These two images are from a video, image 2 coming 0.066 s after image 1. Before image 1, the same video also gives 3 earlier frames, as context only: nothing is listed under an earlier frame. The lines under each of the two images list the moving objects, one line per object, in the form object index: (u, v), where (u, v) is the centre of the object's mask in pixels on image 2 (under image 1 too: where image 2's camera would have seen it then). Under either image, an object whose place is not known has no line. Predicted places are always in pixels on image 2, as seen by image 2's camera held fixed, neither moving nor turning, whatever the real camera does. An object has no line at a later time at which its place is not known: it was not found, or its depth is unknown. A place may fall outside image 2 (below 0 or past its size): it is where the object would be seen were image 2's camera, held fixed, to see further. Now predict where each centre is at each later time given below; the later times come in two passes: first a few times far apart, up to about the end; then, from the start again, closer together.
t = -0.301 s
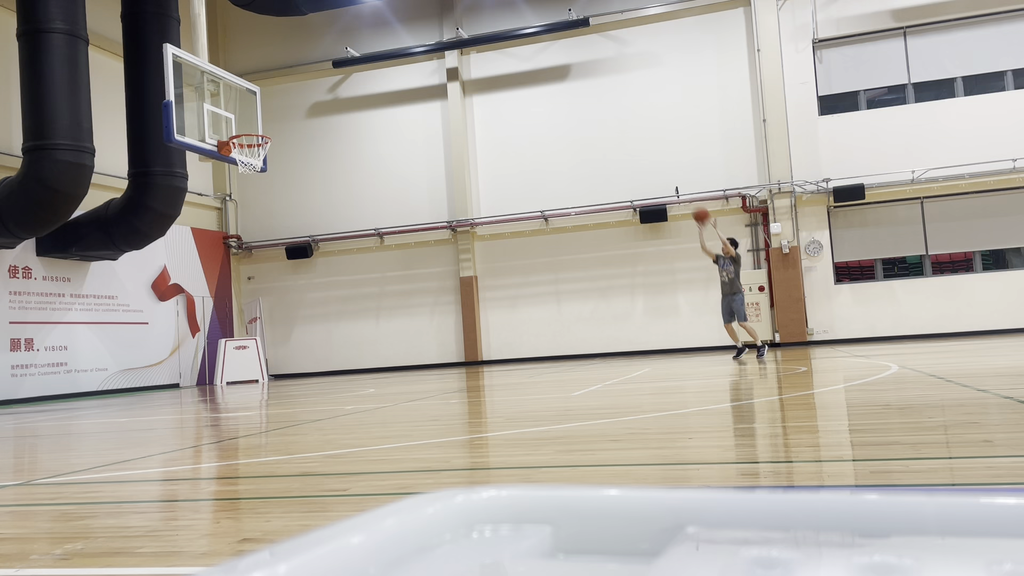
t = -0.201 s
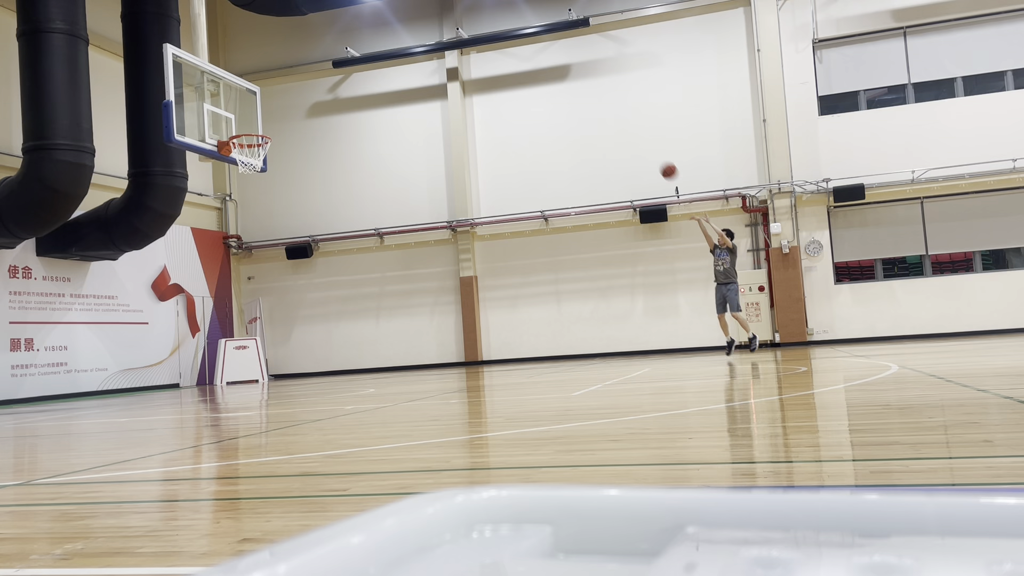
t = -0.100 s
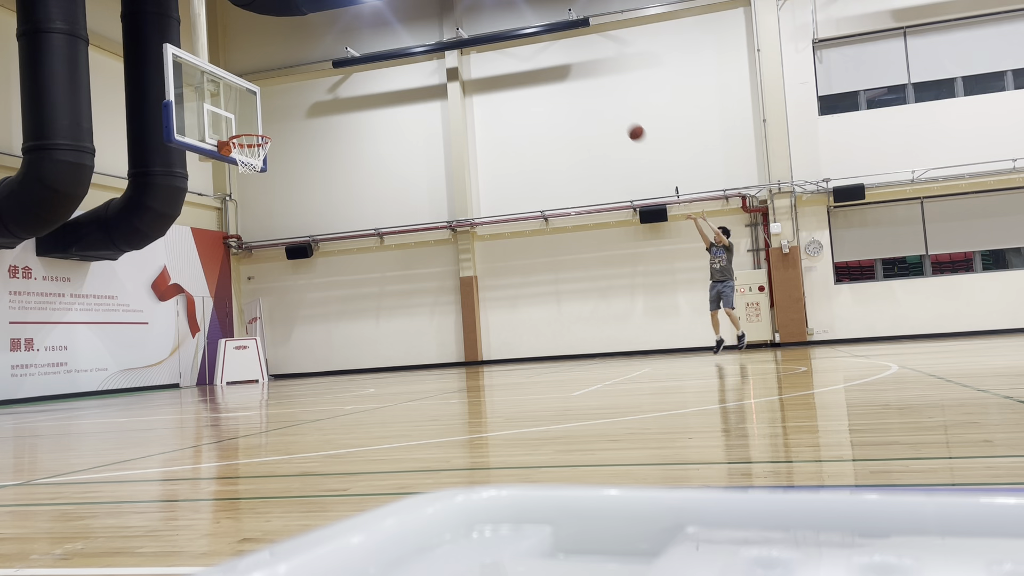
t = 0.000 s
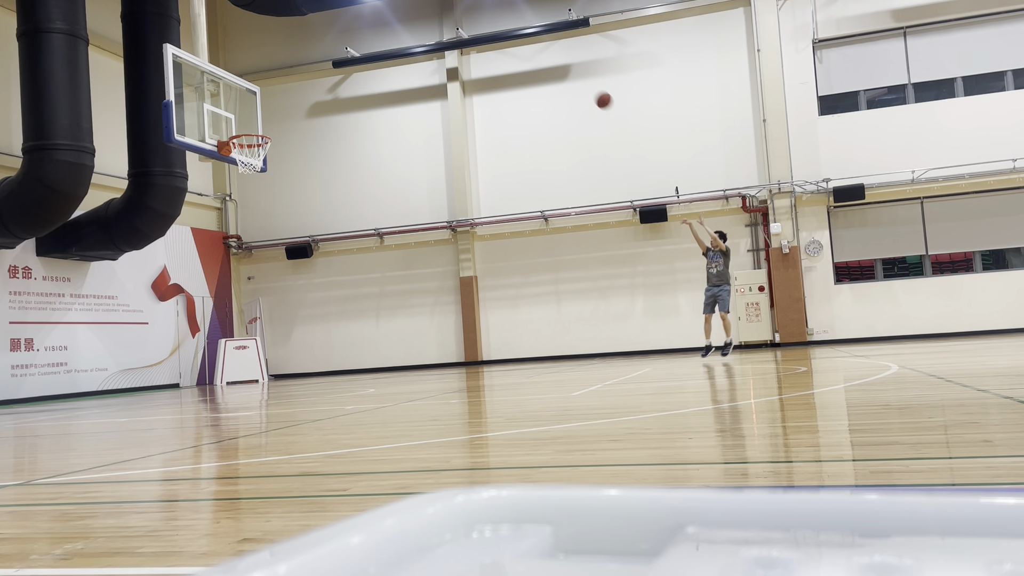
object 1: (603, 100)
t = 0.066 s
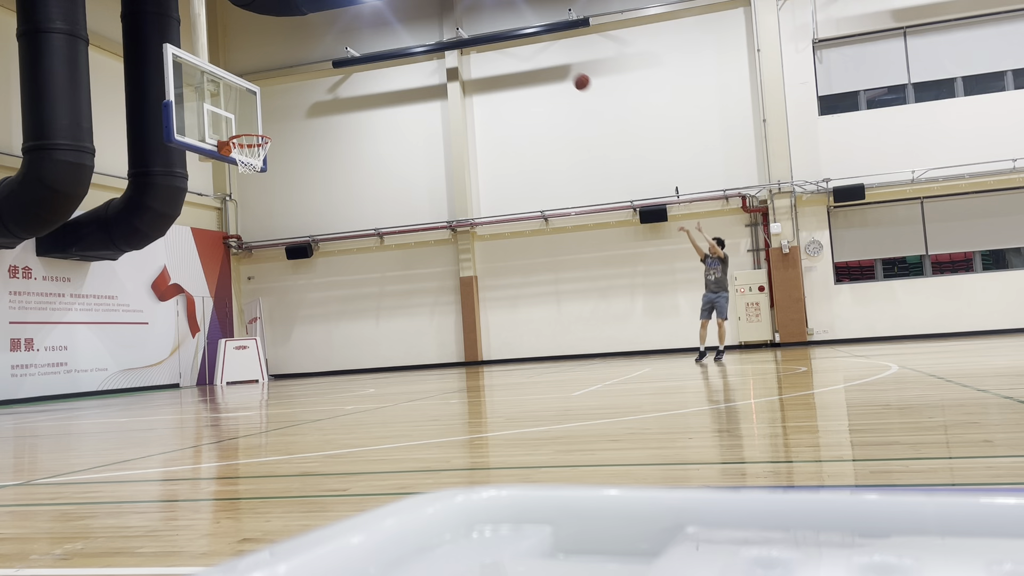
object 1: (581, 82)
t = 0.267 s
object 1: (515, 44)
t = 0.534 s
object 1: (425, 35)
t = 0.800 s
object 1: (331, 80)
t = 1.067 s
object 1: (295, 106)
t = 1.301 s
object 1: (340, 76)
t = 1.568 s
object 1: (394, 95)
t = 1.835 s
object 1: (449, 169)
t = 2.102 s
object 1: (505, 295)
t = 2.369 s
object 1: (539, 305)
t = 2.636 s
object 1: (557, 224)
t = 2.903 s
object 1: (579, 198)
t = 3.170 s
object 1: (606, 229)
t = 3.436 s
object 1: (636, 317)
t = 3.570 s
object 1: (650, 351)
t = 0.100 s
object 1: (570, 74)
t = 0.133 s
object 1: (560, 67)
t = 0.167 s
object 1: (549, 60)
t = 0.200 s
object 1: (538, 54)
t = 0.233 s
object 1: (526, 49)
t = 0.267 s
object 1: (515, 44)
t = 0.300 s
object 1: (504, 40)
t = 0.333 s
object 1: (494, 37)
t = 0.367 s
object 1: (482, 35)
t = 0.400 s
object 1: (471, 34)
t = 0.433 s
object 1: (459, 33)
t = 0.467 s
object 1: (448, 32)
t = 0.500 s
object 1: (436, 33)
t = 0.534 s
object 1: (425, 35)
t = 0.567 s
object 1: (413, 38)
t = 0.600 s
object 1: (401, 41)
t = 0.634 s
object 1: (390, 46)
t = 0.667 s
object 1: (378, 51)
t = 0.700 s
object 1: (367, 57)
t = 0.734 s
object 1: (354, 64)
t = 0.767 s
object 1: (343, 71)
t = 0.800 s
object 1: (331, 80)
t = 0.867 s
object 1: (306, 101)
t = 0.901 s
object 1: (294, 113)
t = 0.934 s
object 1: (282, 125)
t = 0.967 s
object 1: (276, 131)
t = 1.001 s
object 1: (282, 122)
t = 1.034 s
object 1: (288, 113)
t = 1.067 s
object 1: (295, 106)
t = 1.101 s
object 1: (301, 99)
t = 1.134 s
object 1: (308, 93)
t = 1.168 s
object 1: (314, 87)
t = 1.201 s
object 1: (321, 83)
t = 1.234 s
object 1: (327, 80)
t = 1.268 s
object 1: (333, 78)
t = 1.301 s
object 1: (340, 76)
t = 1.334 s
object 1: (346, 75)
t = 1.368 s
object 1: (353, 75)
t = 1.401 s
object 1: (360, 76)
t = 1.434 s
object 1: (366, 78)
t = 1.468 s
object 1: (373, 81)
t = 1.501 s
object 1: (380, 85)
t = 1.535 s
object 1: (387, 90)
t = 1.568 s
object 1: (394, 95)
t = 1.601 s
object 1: (400, 101)
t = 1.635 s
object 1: (407, 108)
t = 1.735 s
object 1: (428, 135)
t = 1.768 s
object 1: (435, 145)
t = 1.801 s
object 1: (442, 156)
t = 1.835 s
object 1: (449, 169)
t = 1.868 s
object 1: (456, 182)
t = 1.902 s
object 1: (462, 195)
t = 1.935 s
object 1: (469, 209)
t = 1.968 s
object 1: (477, 225)
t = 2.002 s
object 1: (484, 242)
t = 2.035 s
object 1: (491, 259)
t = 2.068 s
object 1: (498, 277)
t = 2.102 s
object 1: (505, 295)
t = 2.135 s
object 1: (512, 315)
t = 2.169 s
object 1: (519, 335)
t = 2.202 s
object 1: (526, 357)
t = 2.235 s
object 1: (532, 367)
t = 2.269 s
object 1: (534, 351)
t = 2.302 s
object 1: (535, 335)
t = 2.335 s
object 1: (537, 320)
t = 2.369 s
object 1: (539, 305)
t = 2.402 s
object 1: (541, 292)
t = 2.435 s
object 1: (543, 279)
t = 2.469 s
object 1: (546, 268)
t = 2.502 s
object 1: (548, 257)
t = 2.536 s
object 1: (550, 248)
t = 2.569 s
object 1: (552, 239)
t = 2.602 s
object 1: (555, 231)
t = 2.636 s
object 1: (557, 224)
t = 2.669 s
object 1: (560, 218)
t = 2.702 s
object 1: (562, 212)
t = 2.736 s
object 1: (565, 208)
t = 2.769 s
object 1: (568, 204)
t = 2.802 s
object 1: (571, 201)
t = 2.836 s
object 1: (574, 199)
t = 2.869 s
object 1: (576, 198)
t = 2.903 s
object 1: (579, 198)
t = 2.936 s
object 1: (583, 199)
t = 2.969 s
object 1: (586, 201)
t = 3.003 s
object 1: (589, 203)
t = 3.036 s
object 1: (592, 206)
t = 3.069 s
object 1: (595, 211)
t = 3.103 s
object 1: (599, 216)
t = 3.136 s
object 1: (603, 222)
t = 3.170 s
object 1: (606, 229)
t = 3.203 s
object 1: (609, 237)
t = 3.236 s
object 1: (613, 246)
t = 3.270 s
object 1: (617, 256)
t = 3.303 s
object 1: (620, 266)
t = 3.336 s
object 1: (624, 277)
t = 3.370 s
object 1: (628, 290)
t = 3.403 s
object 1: (632, 303)
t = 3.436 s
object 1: (636, 317)
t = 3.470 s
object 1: (640, 332)
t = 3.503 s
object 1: (644, 348)
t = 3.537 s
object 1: (648, 362)
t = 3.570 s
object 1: (650, 351)
